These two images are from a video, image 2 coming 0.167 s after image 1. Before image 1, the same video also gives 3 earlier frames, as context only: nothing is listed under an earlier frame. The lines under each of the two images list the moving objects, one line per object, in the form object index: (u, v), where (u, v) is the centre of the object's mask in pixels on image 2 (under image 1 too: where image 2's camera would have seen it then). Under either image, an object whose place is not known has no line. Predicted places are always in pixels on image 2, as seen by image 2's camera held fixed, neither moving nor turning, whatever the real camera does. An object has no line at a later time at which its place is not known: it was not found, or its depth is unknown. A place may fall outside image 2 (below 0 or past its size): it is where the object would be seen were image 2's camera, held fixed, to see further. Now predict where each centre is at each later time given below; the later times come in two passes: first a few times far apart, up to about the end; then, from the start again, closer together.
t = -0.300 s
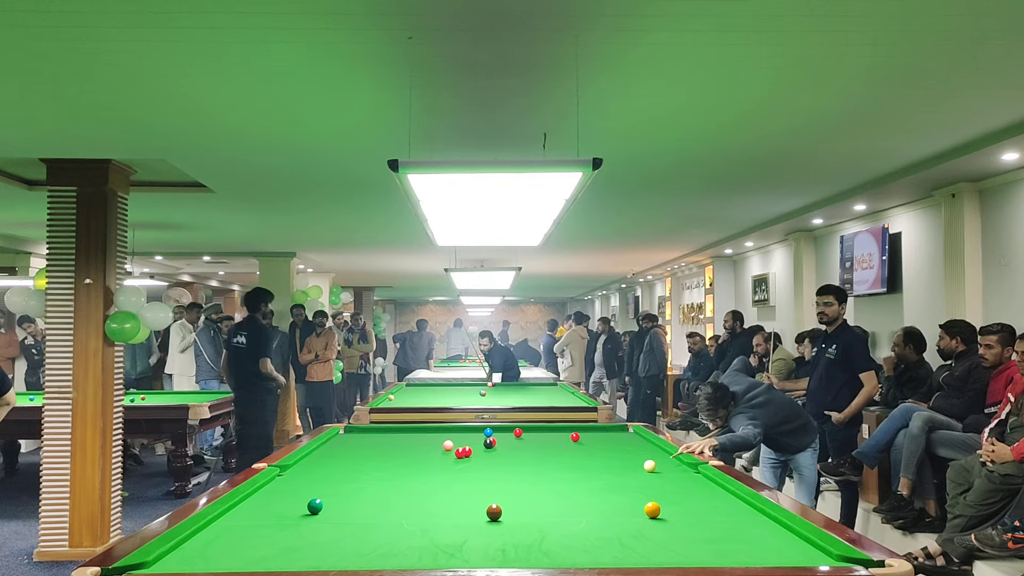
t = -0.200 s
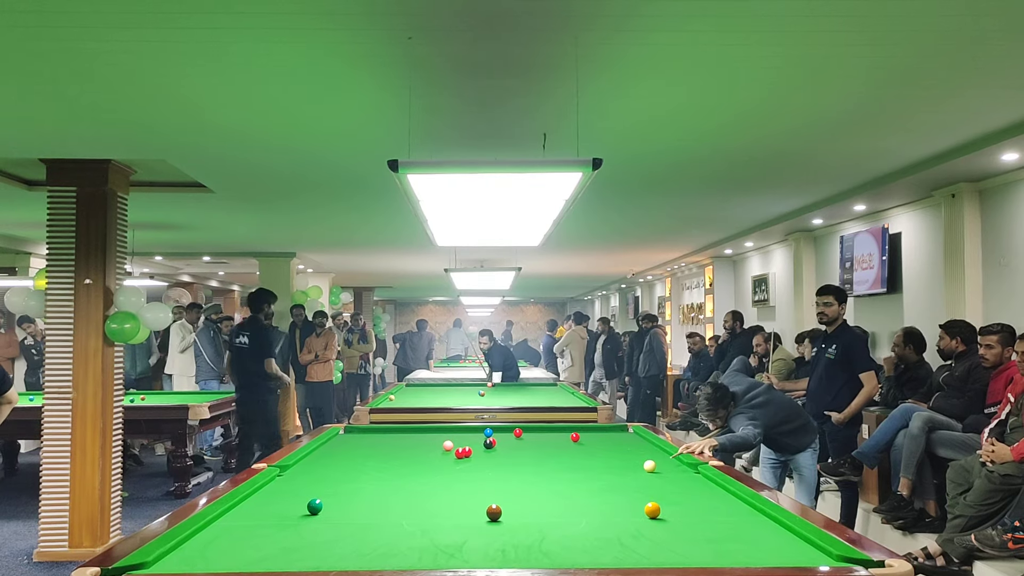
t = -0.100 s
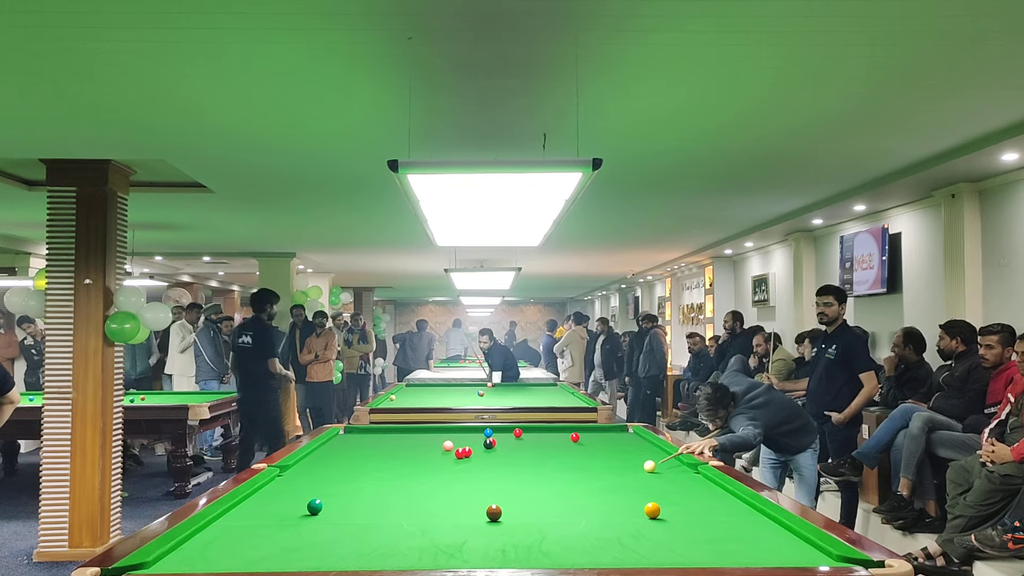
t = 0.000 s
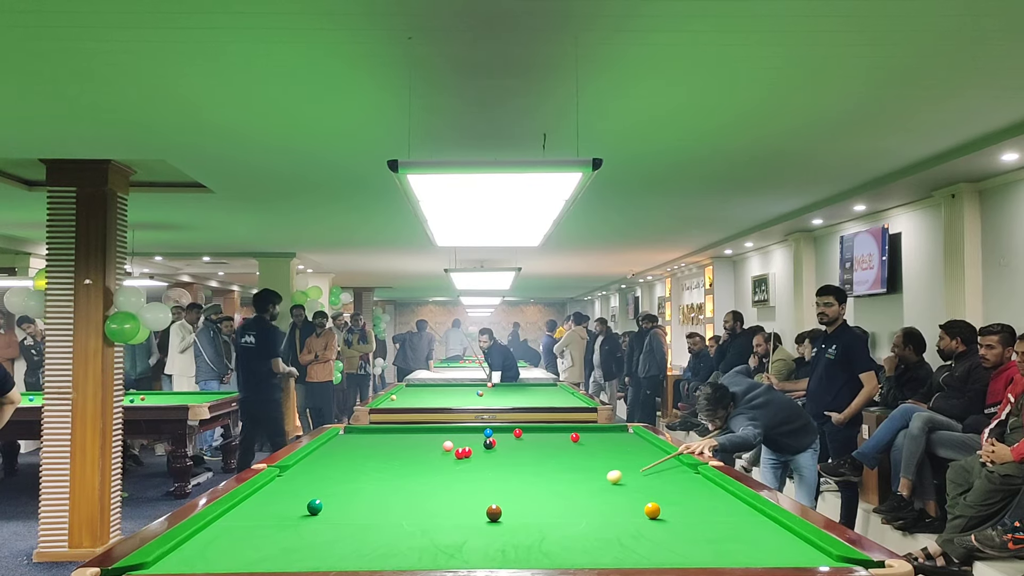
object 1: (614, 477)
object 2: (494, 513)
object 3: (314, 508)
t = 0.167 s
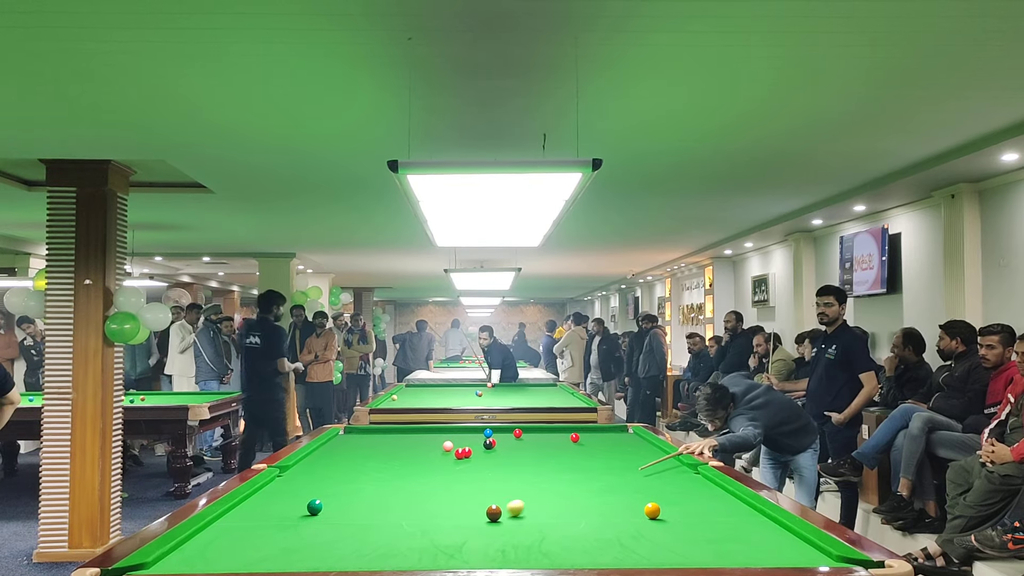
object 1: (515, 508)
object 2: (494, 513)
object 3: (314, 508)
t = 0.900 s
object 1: (671, 559)
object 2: (224, 546)
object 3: (315, 507)
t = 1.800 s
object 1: (764, 526)
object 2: (311, 509)
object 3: (323, 503)
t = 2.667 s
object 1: (663, 503)
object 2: (325, 504)
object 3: (356, 489)
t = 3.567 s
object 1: (591, 488)
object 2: (331, 502)
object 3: (379, 478)
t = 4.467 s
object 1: (542, 477)
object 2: (331, 502)
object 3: (394, 471)
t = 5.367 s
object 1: (508, 470)
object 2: (331, 502)
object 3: (404, 467)
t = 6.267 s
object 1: (486, 465)
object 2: (331, 502)
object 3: (408, 465)
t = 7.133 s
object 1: (473, 462)
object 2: (331, 502)
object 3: (408, 465)
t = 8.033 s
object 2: (331, 502)
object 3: (408, 465)
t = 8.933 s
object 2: (331, 502)
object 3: (408, 465)
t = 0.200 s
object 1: (511, 513)
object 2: (474, 515)
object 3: (314, 507)
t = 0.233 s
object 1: (519, 515)
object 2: (440, 520)
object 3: (314, 507)
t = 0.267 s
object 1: (526, 518)
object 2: (404, 526)
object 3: (314, 507)
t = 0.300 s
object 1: (533, 520)
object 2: (367, 532)
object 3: (314, 507)
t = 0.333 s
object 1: (541, 523)
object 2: (329, 538)
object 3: (314, 507)
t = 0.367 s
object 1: (548, 525)
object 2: (288, 544)
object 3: (314, 507)
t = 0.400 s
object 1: (555, 527)
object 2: (246, 551)
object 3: (314, 507)
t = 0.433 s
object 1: (561, 529)
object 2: (202, 558)
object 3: (314, 507)
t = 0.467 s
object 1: (568, 532)
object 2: (154, 563)
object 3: (314, 507)
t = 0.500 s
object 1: (575, 534)
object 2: (145, 567)
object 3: (314, 507)
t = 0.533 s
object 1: (582, 536)
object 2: (144, 565)
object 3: (314, 507)
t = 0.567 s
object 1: (590, 539)
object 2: (161, 565)
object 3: (315, 507)
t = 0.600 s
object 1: (597, 541)
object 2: (170, 563)
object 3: (315, 507)
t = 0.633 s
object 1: (604, 544)
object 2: (178, 561)
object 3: (314, 507)
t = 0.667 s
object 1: (612, 546)
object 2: (186, 560)
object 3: (314, 507)
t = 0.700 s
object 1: (620, 549)
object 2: (193, 558)
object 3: (315, 507)
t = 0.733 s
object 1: (628, 551)
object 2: (200, 556)
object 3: (315, 507)
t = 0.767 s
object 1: (636, 553)
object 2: (205, 554)
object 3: (314, 507)
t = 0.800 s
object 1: (645, 555)
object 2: (210, 552)
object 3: (315, 507)
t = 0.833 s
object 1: (653, 556)
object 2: (215, 550)
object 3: (315, 507)
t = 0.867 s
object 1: (661, 558)
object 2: (220, 548)
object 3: (315, 507)
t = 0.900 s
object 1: (671, 559)
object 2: (224, 546)
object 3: (315, 507)
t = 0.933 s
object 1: (676, 558)
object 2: (229, 544)
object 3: (315, 507)
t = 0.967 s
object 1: (682, 556)
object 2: (234, 542)
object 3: (315, 507)
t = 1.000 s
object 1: (687, 555)
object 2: (238, 540)
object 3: (314, 507)
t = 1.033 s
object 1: (693, 554)
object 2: (242, 538)
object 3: (314, 507)
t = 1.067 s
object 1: (699, 553)
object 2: (246, 536)
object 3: (314, 507)
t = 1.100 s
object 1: (704, 552)
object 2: (250, 535)
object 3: (315, 507)
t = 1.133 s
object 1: (710, 551)
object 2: (254, 533)
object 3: (315, 507)
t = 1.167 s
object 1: (715, 550)
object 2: (258, 531)
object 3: (315, 507)
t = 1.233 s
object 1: (726, 547)
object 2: (266, 528)
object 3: (314, 507)
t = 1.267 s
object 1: (731, 546)
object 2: (269, 527)
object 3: (315, 507)
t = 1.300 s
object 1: (736, 544)
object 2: (273, 525)
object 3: (315, 507)
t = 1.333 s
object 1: (741, 543)
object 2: (276, 524)
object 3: (315, 507)
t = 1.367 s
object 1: (746, 542)
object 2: (280, 522)
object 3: (315, 507)
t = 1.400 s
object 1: (750, 540)
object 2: (283, 521)
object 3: (315, 507)
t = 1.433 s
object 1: (755, 539)
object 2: (287, 519)
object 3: (315, 507)
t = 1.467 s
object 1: (759, 538)
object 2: (290, 518)
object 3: (315, 507)
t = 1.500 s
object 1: (764, 537)
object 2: (293, 516)
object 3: (315, 507)
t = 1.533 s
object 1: (769, 535)
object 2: (296, 515)
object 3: (315, 507)
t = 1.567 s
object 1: (773, 534)
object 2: (299, 514)
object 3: (315, 507)
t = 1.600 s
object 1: (777, 533)
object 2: (302, 512)
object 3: (315, 507)
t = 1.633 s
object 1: (782, 532)
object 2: (305, 511)
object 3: (316, 506)
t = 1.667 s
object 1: (786, 531)
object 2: (308, 510)
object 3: (318, 505)
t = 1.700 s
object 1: (780, 530)
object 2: (309, 510)
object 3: (319, 505)
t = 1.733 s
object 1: (774, 529)
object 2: (310, 510)
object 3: (320, 504)
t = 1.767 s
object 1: (769, 527)
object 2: (311, 509)
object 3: (322, 504)
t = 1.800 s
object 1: (764, 526)
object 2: (311, 509)
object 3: (323, 503)
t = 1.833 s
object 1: (759, 525)
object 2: (312, 509)
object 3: (324, 502)
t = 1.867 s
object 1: (754, 524)
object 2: (313, 508)
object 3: (326, 502)
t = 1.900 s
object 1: (750, 523)
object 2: (314, 508)
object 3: (327, 501)
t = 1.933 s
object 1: (745, 522)
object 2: (314, 508)
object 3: (328, 501)
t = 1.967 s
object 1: (741, 521)
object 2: (315, 508)
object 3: (330, 500)
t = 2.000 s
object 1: (736, 520)
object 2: (316, 507)
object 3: (331, 499)
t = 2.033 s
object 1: (732, 519)
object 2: (316, 507)
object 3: (333, 499)
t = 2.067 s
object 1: (728, 518)
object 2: (317, 507)
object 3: (334, 498)
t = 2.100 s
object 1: (724, 517)
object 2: (318, 507)
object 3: (335, 498)
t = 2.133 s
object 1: (719, 516)
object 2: (318, 506)
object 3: (337, 497)
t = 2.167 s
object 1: (715, 516)
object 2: (319, 506)
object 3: (338, 496)
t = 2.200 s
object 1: (711, 515)
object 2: (319, 506)
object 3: (339, 496)
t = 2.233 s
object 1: (707, 514)
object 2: (320, 506)
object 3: (340, 495)
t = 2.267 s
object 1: (704, 513)
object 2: (320, 506)
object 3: (342, 495)
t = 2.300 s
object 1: (700, 512)
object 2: (321, 505)
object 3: (343, 494)
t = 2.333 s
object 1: (696, 511)
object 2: (321, 505)
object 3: (344, 493)
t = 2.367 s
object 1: (692, 510)
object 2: (322, 505)
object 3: (345, 493)
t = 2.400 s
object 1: (689, 510)
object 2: (322, 505)
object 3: (347, 492)
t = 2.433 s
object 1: (685, 509)
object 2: (323, 505)
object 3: (348, 492)
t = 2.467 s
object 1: (682, 508)
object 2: (323, 505)
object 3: (349, 492)
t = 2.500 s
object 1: (678, 507)
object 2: (323, 504)
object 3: (350, 491)
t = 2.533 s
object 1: (675, 507)
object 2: (324, 504)
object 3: (351, 490)
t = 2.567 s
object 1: (671, 506)
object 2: (324, 504)
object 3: (352, 490)
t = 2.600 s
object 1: (668, 505)
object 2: (324, 504)
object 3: (353, 489)
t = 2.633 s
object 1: (665, 504)
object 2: (325, 504)
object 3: (354, 489)
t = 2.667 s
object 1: (663, 503)
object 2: (325, 504)
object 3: (356, 489)
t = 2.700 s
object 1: (660, 502)
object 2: (326, 503)
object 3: (357, 488)
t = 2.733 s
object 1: (656, 500)
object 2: (326, 503)
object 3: (358, 487)
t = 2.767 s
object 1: (652, 499)
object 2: (326, 503)
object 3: (359, 487)
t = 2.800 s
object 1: (649, 499)
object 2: (327, 503)
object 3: (360, 487)
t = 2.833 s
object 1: (646, 499)
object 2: (327, 503)
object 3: (361, 486)
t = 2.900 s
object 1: (640, 499)
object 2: (328, 503)
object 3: (363, 485)
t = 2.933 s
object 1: (638, 498)
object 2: (328, 503)
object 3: (364, 485)
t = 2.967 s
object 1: (635, 498)
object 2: (328, 503)
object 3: (364, 484)
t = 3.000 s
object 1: (632, 497)
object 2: (328, 503)
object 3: (365, 484)
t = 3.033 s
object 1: (630, 496)
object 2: (329, 502)
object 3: (366, 483)
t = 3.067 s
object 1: (627, 496)
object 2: (329, 502)
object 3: (367, 483)
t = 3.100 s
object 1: (624, 495)
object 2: (329, 502)
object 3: (368, 483)
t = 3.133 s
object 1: (622, 495)
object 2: (330, 502)
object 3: (369, 483)
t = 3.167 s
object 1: (619, 494)
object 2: (330, 502)
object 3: (370, 482)
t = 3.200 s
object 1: (617, 493)
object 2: (330, 502)
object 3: (370, 482)
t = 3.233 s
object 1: (614, 493)
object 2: (330, 502)
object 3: (371, 481)
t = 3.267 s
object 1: (612, 492)
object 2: (330, 502)
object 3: (372, 481)
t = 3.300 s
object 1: (609, 492)
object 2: (330, 502)
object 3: (373, 481)
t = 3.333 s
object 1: (607, 491)
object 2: (331, 502)
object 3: (374, 480)
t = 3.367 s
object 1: (605, 491)
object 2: (331, 502)
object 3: (375, 480)
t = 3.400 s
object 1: (602, 490)
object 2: (331, 502)
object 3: (375, 480)
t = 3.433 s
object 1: (600, 490)
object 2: (331, 502)
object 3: (376, 479)
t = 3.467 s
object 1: (598, 489)
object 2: (331, 502)
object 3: (377, 479)
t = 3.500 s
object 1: (595, 489)
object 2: (331, 502)
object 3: (377, 479)
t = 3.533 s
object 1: (593, 488)
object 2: (331, 501)
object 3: (378, 478)
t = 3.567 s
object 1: (591, 488)
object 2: (331, 502)
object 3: (379, 478)
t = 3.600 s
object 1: (589, 487)
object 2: (331, 502)
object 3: (379, 478)
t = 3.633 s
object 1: (587, 487)
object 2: (331, 502)
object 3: (380, 477)
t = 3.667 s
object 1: (585, 487)
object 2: (331, 502)
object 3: (381, 477)
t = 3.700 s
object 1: (582, 486)
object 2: (331, 502)
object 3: (381, 477)
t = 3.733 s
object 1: (580, 486)
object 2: (331, 502)
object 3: (382, 476)
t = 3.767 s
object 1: (578, 485)
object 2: (331, 502)
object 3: (383, 476)
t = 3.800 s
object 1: (576, 485)
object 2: (331, 502)
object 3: (383, 476)
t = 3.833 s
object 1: (575, 484)
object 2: (331, 502)
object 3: (384, 476)
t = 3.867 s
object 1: (573, 484)
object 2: (331, 502)
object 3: (384, 475)
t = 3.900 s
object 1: (571, 483)
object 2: (331, 502)
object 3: (385, 475)
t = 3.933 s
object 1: (569, 483)
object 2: (331, 502)
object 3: (385, 475)
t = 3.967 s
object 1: (567, 483)
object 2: (331, 502)
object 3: (386, 475)
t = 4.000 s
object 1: (565, 482)
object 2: (331, 502)
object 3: (387, 474)
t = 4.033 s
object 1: (563, 482)
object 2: (331, 502)
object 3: (387, 474)
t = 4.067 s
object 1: (562, 481)
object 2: (331, 502)
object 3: (388, 474)
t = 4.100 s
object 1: (560, 481)
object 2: (331, 502)
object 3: (388, 474)
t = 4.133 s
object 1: (558, 481)
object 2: (331, 502)
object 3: (389, 473)
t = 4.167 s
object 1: (556, 480)
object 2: (331, 502)
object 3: (390, 473)
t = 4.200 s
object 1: (554, 480)
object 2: (331, 502)
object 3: (390, 473)
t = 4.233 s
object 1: (553, 480)
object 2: (331, 502)
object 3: (391, 473)
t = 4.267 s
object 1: (551, 479)
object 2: (331, 502)
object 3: (391, 472)
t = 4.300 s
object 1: (550, 479)
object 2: (331, 502)
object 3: (392, 472)
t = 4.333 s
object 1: (548, 479)
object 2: (331, 502)
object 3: (392, 472)
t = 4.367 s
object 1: (546, 478)
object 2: (331, 502)
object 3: (393, 472)
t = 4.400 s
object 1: (545, 478)
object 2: (331, 502)
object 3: (393, 472)
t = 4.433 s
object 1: (543, 477)
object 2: (331, 502)
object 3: (394, 471)
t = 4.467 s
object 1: (542, 477)
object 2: (331, 502)
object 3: (394, 471)
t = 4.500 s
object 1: (540, 477)
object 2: (331, 502)
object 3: (395, 471)
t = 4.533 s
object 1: (539, 477)
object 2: (331, 502)
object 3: (395, 471)
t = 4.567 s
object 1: (537, 476)
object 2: (331, 502)
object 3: (396, 471)
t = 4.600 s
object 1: (536, 476)
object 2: (331, 502)
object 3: (396, 470)
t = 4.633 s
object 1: (535, 476)
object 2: (331, 502)
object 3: (397, 470)
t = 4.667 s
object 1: (533, 475)
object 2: (331, 502)
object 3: (397, 470)
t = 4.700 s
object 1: (532, 475)
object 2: (331, 502)
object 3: (397, 470)
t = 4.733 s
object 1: (530, 475)
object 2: (331, 502)
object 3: (398, 470)
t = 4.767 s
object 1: (529, 474)
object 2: (331, 502)
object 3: (398, 470)
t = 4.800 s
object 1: (528, 474)
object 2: (331, 502)
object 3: (399, 470)
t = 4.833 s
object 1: (526, 474)
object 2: (331, 502)
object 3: (399, 469)
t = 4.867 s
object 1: (525, 474)
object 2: (331, 502)
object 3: (399, 469)
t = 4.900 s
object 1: (524, 473)
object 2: (331, 502)
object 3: (400, 469)
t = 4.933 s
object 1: (523, 473)
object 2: (331, 502)
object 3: (400, 469)
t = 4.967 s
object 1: (522, 473)
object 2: (331, 502)
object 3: (400, 469)
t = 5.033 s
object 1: (519, 472)
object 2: (331, 502)
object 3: (401, 469)
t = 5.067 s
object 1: (518, 472)
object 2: (331, 502)
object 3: (401, 468)
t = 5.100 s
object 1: (517, 472)
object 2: (331, 502)
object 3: (402, 468)
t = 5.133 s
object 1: (516, 471)
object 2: (331, 502)
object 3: (402, 468)
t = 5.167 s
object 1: (515, 471)
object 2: (331, 502)
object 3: (402, 468)
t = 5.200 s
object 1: (514, 471)
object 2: (331, 502)
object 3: (403, 468)
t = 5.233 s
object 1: (512, 471)
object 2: (331, 502)
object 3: (403, 468)
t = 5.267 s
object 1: (511, 470)
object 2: (331, 502)
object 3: (403, 468)
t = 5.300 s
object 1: (510, 470)
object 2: (331, 502)
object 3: (403, 467)
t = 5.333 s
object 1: (509, 470)
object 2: (331, 502)
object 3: (404, 467)
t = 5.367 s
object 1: (508, 470)
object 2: (331, 502)
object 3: (404, 467)
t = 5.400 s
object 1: (507, 470)
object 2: (331, 502)
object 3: (404, 467)
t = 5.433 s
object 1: (506, 469)
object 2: (331, 502)
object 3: (404, 467)
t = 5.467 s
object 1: (505, 469)
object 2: (331, 502)
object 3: (404, 467)
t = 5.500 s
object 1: (504, 469)
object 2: (331, 502)
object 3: (405, 467)
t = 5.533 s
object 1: (503, 469)
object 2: (331, 502)
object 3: (405, 467)
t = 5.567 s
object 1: (502, 468)
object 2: (331, 502)
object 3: (405, 467)
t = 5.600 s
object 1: (502, 468)
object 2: (331, 502)
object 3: (405, 467)
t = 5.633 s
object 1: (501, 468)
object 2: (331, 502)
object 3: (406, 466)
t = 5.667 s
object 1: (500, 468)
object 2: (331, 502)
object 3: (406, 466)
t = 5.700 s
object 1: (499, 468)
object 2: (331, 502)
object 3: (406, 466)
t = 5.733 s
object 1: (498, 467)
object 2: (331, 502)
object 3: (406, 466)
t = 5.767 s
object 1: (497, 467)
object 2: (331, 502)
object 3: (406, 466)
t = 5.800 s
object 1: (497, 467)
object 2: (331, 502)
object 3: (406, 466)
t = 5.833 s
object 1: (496, 467)
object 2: (331, 502)
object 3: (407, 466)
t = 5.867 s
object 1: (495, 467)
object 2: (331, 502)
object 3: (407, 466)
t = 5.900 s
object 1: (494, 466)
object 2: (331, 502)
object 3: (407, 466)
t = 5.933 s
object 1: (493, 466)
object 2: (331, 502)
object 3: (407, 466)
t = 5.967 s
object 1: (493, 466)
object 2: (331, 502)
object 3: (407, 466)
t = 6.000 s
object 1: (492, 466)
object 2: (331, 502)
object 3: (407, 466)
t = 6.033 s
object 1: (491, 466)
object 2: (331, 502)
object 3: (407, 466)
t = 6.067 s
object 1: (490, 466)
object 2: (331, 502)
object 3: (407, 466)
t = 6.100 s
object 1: (490, 466)
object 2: (331, 502)
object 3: (407, 466)
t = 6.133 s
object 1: (489, 465)
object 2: (331, 502)
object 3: (407, 466)
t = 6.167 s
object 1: (488, 465)
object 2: (331, 502)
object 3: (408, 466)
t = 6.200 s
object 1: (488, 465)
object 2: (331, 502)
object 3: (408, 465)
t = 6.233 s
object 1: (487, 465)
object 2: (331, 502)
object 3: (408, 465)
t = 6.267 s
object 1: (486, 465)
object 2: (331, 502)
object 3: (408, 465)
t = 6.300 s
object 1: (486, 465)
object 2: (331, 502)
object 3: (408, 465)
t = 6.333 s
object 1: (485, 464)
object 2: (331, 502)
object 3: (408, 465)
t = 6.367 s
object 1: (484, 464)
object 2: (331, 502)
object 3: (408, 465)
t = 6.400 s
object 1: (484, 464)
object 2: (331, 502)
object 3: (408, 465)
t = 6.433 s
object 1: (483, 464)
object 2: (331, 502)
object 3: (408, 465)
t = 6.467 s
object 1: (483, 464)
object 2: (331, 502)
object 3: (408, 465)
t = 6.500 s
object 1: (482, 464)
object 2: (331, 502)
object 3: (408, 465)
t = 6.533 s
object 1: (482, 464)
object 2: (331, 502)
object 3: (408, 465)
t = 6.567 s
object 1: (481, 464)
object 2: (331, 502)
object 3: (408, 465)
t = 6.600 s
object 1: (480, 463)
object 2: (331, 502)
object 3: (408, 465)
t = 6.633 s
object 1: (480, 463)
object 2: (331, 502)
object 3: (408, 465)
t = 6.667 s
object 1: (480, 463)
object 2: (331, 502)
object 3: (408, 465)
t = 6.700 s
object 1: (479, 463)
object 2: (331, 502)
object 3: (408, 465)
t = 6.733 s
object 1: (478, 463)
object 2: (331, 502)
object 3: (408, 465)
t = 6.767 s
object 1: (478, 463)
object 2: (331, 502)
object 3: (408, 465)
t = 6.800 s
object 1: (477, 463)
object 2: (331, 502)
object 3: (408, 465)
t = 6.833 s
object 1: (477, 463)
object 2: (331, 502)
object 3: (408, 465)
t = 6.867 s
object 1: (476, 462)
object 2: (331, 502)
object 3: (408, 465)
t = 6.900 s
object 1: (476, 462)
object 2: (331, 502)
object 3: (408, 465)
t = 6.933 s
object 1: (475, 462)
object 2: (331, 502)
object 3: (408, 465)
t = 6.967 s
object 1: (475, 462)
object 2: (331, 502)
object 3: (408, 465)
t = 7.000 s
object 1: (474, 462)
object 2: (331, 502)
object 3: (408, 465)
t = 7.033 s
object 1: (474, 462)
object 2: (331, 502)
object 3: (408, 465)
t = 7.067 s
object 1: (474, 462)
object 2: (331, 502)
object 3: (408, 465)
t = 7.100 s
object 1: (473, 462)
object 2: (331, 502)
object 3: (408, 465)
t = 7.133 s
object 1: (473, 462)
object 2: (331, 502)
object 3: (408, 465)
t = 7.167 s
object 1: (472, 462)
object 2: (331, 502)
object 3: (408, 465)
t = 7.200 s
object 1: (472, 462)
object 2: (331, 502)
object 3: (408, 465)
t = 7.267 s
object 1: (471, 462)
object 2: (331, 502)
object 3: (408, 465)
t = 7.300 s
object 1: (471, 461)
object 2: (331, 502)
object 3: (408, 465)
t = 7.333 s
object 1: (470, 461)
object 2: (331, 502)
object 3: (408, 465)
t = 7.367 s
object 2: (331, 501)
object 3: (408, 465)
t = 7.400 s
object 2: (331, 502)
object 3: (408, 465)
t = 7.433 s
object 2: (331, 501)
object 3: (408, 465)
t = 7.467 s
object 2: (331, 502)
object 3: (408, 465)
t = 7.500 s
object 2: (331, 501)
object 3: (408, 465)
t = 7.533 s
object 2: (331, 502)
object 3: (408, 465)
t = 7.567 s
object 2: (331, 501)
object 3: (408, 465)
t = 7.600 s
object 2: (331, 502)
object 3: (408, 465)
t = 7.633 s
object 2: (331, 502)
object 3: (408, 465)
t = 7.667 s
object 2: (331, 502)
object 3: (408, 465)
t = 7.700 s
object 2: (331, 502)
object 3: (408, 465)
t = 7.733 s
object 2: (331, 502)
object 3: (408, 465)
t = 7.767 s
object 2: (331, 502)
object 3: (408, 465)
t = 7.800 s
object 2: (331, 502)
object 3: (408, 465)
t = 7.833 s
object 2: (331, 502)
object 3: (408, 465)
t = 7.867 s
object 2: (331, 502)
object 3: (408, 465)
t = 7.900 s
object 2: (331, 502)
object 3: (408, 465)
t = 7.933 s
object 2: (331, 502)
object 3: (408, 465)
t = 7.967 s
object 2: (331, 502)
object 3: (408, 465)
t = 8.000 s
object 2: (331, 502)
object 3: (408, 465)
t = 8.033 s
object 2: (331, 502)
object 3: (408, 465)
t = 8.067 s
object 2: (331, 502)
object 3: (408, 465)
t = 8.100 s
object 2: (331, 502)
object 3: (408, 465)
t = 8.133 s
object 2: (331, 502)
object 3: (408, 465)
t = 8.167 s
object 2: (331, 502)
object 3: (408, 465)
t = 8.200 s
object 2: (331, 502)
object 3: (408, 465)
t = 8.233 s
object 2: (331, 502)
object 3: (408, 465)
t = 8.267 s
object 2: (331, 502)
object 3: (408, 465)
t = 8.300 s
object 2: (331, 502)
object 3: (408, 465)
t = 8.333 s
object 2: (331, 502)
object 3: (408, 465)
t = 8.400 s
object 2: (331, 502)
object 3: (408, 465)
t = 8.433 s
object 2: (331, 502)
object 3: (408, 465)
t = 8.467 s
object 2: (331, 502)
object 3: (408, 465)
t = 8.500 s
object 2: (331, 502)
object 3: (408, 465)
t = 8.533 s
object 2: (331, 502)
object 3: (408, 465)
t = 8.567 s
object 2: (331, 502)
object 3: (408, 465)
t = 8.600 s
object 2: (331, 502)
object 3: (408, 465)
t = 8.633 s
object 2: (331, 502)
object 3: (408, 465)
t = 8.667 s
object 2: (331, 502)
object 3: (408, 465)
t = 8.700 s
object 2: (331, 502)
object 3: (408, 465)
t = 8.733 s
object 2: (331, 502)
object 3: (408, 465)
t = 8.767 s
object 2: (331, 502)
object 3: (408, 465)
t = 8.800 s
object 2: (331, 502)
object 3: (408, 465)
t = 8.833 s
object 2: (331, 502)
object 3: (408, 465)
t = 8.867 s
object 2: (331, 502)
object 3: (408, 465)
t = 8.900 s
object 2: (331, 502)
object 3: (408, 465)
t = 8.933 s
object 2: (331, 502)
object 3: (408, 465)
